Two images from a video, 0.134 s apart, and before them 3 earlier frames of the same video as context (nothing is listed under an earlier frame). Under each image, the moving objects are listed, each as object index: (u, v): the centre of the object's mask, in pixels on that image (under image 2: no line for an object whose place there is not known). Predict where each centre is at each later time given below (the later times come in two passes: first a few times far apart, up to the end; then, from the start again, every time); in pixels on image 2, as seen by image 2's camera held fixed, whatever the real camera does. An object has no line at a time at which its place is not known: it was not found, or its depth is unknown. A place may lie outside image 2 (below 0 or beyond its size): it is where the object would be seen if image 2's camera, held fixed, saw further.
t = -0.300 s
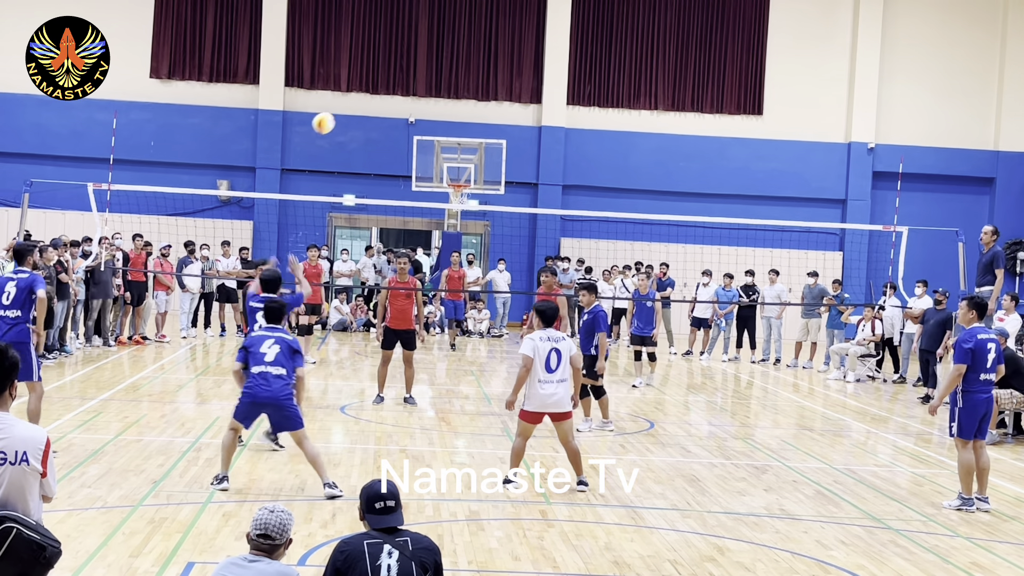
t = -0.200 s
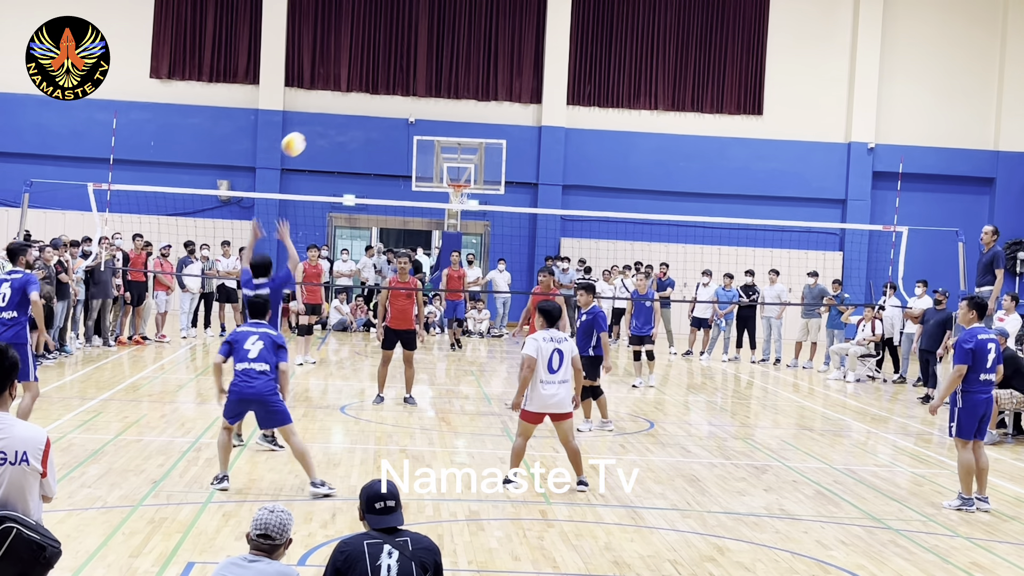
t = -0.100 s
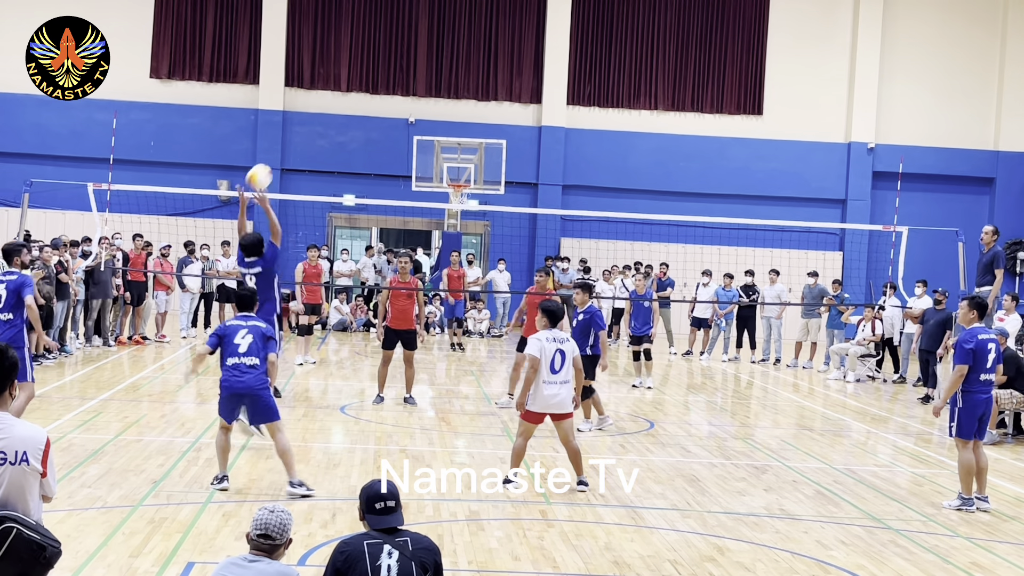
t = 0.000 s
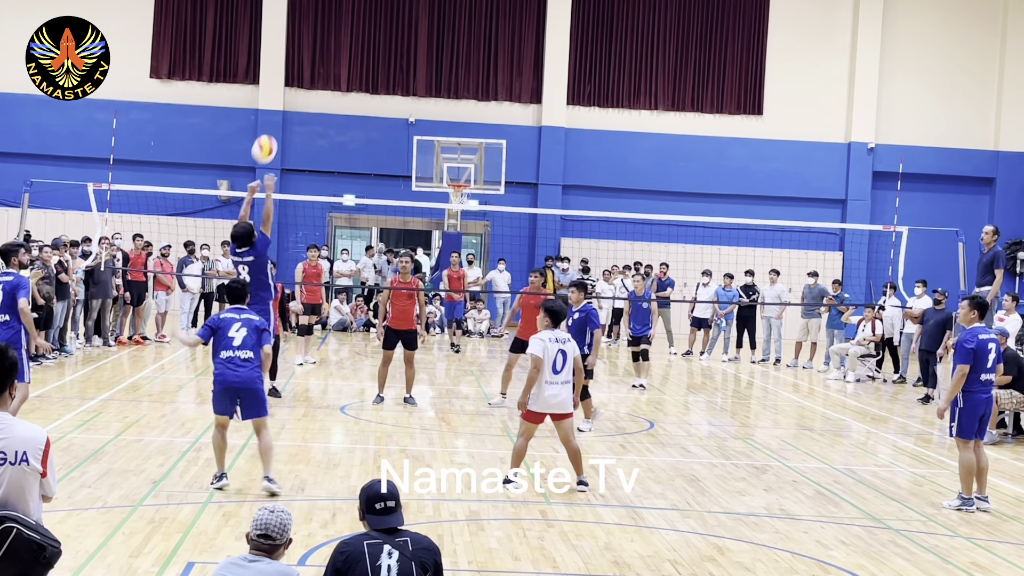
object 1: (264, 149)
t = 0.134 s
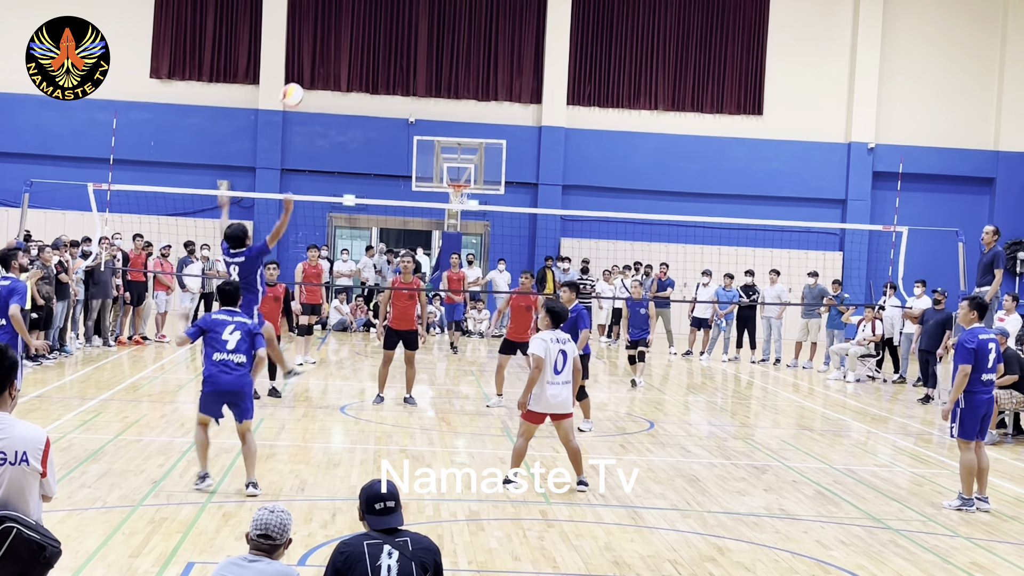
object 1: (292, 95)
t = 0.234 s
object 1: (310, 70)
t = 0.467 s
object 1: (348, 50)
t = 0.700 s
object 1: (382, 83)
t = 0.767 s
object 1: (391, 101)
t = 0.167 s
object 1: (297, 86)
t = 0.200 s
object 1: (304, 77)
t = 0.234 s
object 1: (310, 70)
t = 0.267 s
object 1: (315, 64)
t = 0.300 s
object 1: (321, 58)
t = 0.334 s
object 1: (327, 55)
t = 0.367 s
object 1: (332, 52)
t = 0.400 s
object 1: (338, 50)
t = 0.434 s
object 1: (343, 50)
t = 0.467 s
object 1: (348, 50)
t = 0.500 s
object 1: (353, 52)
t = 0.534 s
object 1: (358, 54)
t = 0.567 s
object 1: (363, 58)
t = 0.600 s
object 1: (368, 63)
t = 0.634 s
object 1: (373, 69)
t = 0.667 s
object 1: (378, 76)
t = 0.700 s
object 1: (382, 83)
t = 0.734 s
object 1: (386, 91)
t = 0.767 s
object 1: (391, 101)
